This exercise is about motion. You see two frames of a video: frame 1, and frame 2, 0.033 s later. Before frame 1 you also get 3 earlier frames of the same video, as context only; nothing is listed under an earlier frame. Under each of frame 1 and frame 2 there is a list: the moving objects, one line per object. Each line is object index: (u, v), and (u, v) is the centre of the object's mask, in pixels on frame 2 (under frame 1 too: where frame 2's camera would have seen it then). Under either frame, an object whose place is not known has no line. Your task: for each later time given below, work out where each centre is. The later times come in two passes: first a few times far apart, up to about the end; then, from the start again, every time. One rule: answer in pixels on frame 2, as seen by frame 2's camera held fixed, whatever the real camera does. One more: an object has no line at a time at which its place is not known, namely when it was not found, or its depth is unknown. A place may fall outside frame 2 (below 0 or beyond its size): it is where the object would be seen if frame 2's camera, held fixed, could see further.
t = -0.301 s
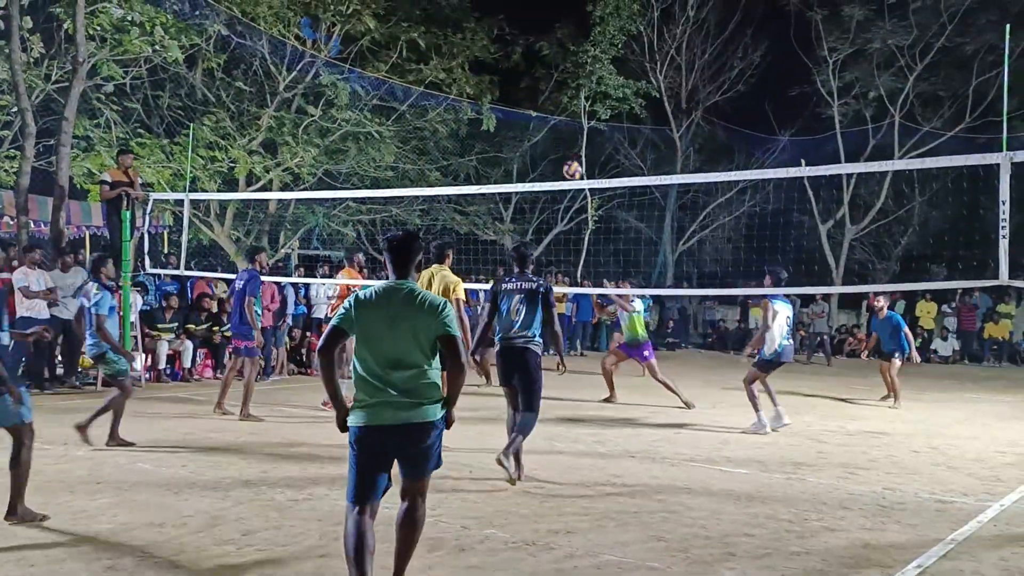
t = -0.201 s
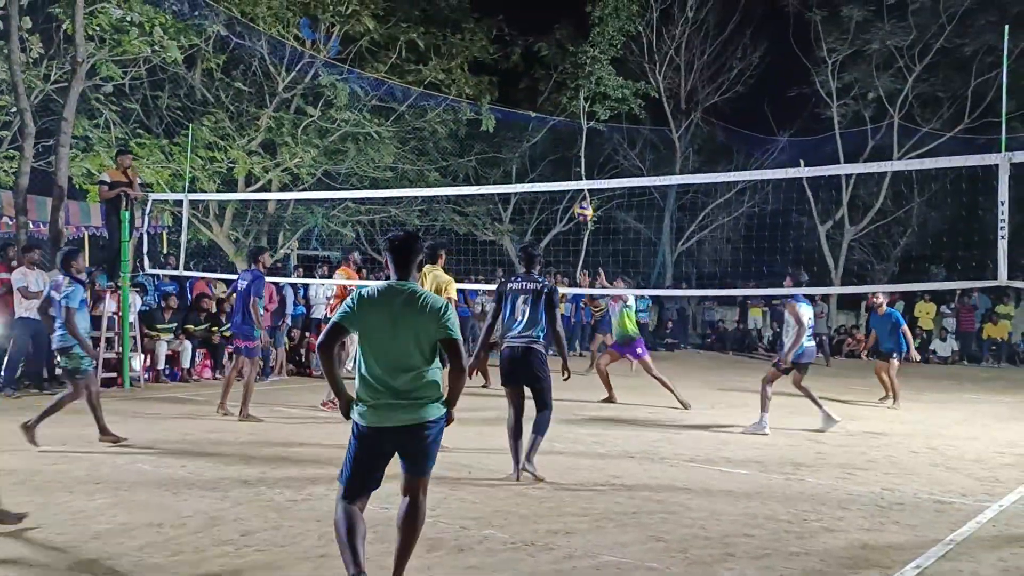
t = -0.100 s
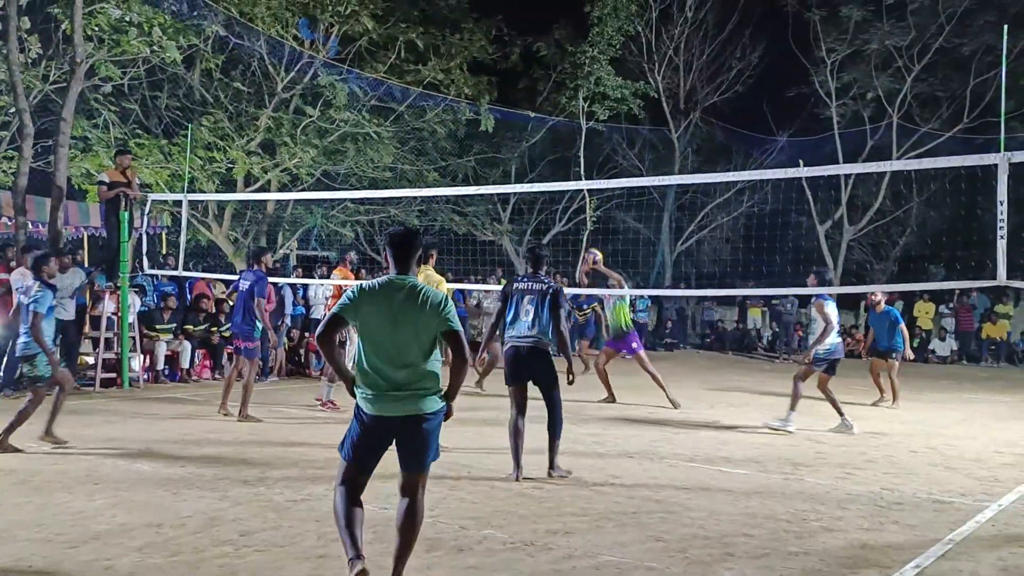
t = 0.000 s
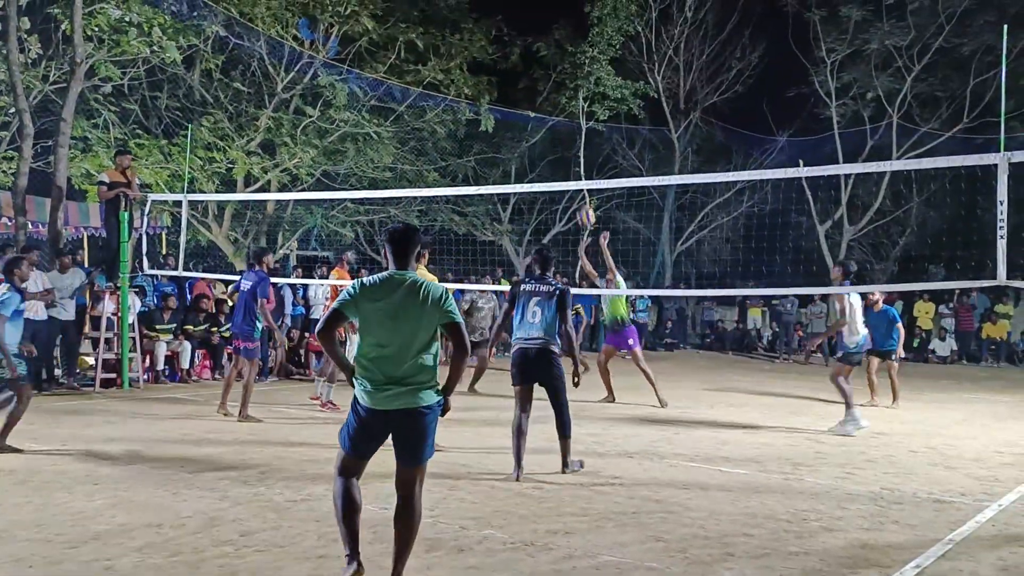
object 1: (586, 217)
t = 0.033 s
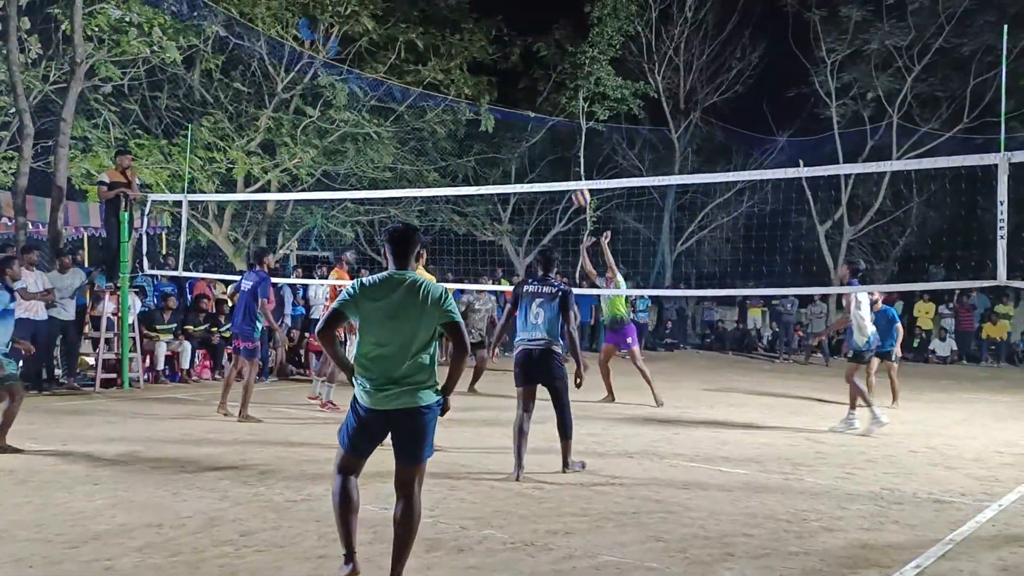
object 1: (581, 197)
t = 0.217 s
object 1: (555, 103)
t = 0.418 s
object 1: (528, 31)
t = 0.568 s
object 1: (508, 0)
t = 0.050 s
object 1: (580, 193)
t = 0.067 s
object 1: (576, 174)
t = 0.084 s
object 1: (573, 168)
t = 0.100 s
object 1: (571, 159)
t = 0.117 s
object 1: (569, 150)
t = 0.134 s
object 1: (567, 142)
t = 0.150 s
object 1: (565, 134)
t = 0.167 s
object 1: (562, 126)
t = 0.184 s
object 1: (560, 118)
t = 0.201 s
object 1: (557, 109)
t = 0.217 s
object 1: (555, 103)
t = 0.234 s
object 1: (553, 96)
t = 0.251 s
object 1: (550, 89)
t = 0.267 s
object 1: (548, 82)
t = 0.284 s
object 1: (546, 75)
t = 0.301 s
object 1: (544, 69)
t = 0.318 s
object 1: (542, 63)
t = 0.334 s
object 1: (539, 57)
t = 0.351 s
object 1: (537, 51)
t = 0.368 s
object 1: (535, 46)
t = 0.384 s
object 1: (532, 41)
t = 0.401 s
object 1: (530, 36)
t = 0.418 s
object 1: (528, 31)
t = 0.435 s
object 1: (526, 26)
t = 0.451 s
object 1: (524, 22)
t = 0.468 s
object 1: (521, 18)
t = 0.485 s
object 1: (519, 14)
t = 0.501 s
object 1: (517, 10)
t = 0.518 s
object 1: (515, 7)
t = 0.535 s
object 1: (513, 4)
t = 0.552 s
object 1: (510, 2)
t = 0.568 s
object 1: (508, 0)
